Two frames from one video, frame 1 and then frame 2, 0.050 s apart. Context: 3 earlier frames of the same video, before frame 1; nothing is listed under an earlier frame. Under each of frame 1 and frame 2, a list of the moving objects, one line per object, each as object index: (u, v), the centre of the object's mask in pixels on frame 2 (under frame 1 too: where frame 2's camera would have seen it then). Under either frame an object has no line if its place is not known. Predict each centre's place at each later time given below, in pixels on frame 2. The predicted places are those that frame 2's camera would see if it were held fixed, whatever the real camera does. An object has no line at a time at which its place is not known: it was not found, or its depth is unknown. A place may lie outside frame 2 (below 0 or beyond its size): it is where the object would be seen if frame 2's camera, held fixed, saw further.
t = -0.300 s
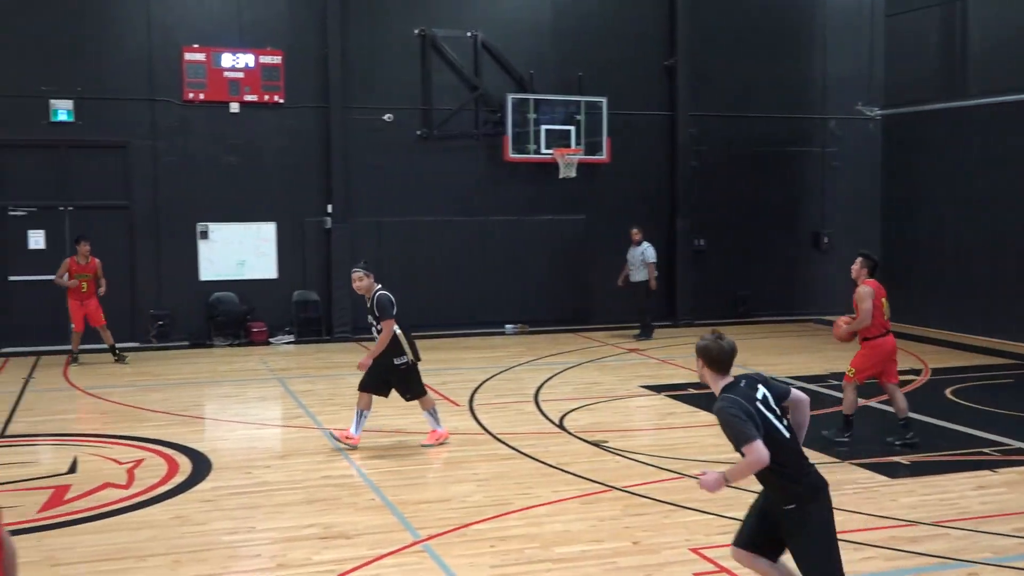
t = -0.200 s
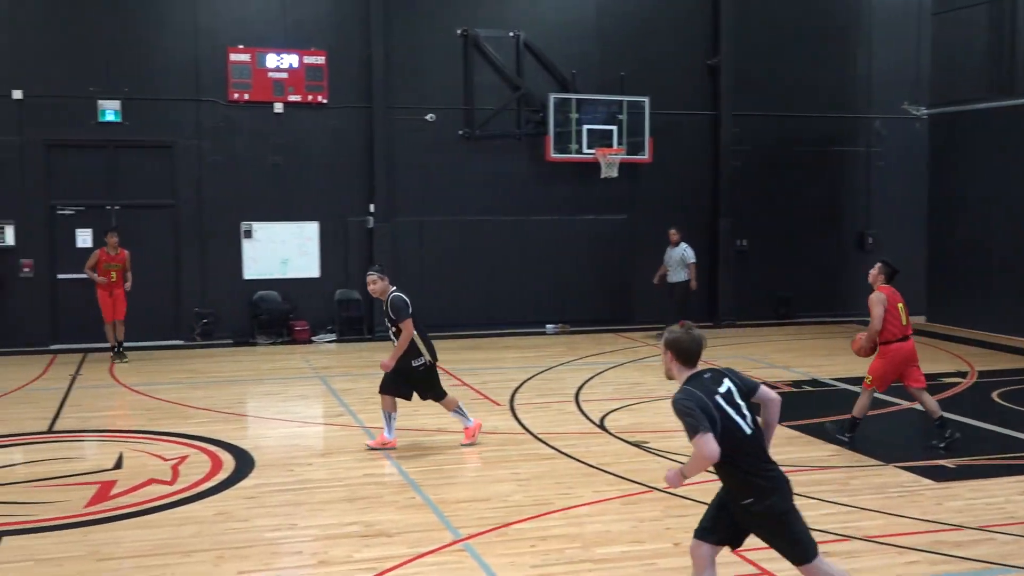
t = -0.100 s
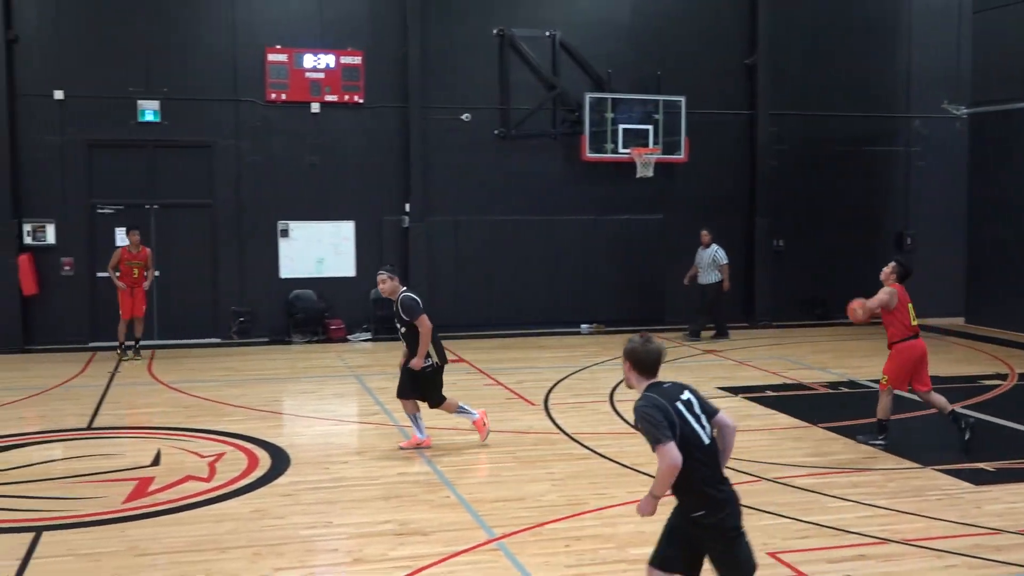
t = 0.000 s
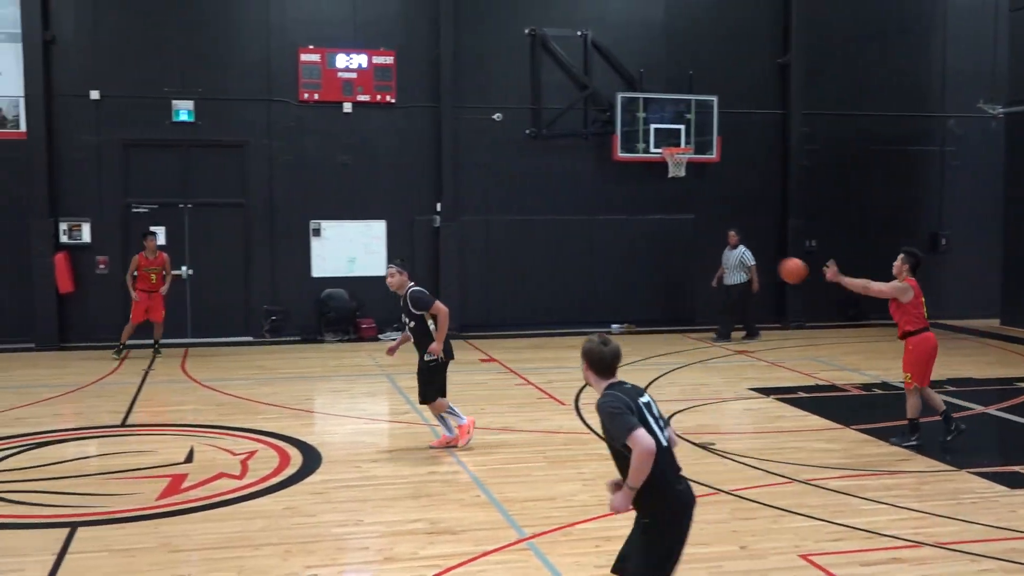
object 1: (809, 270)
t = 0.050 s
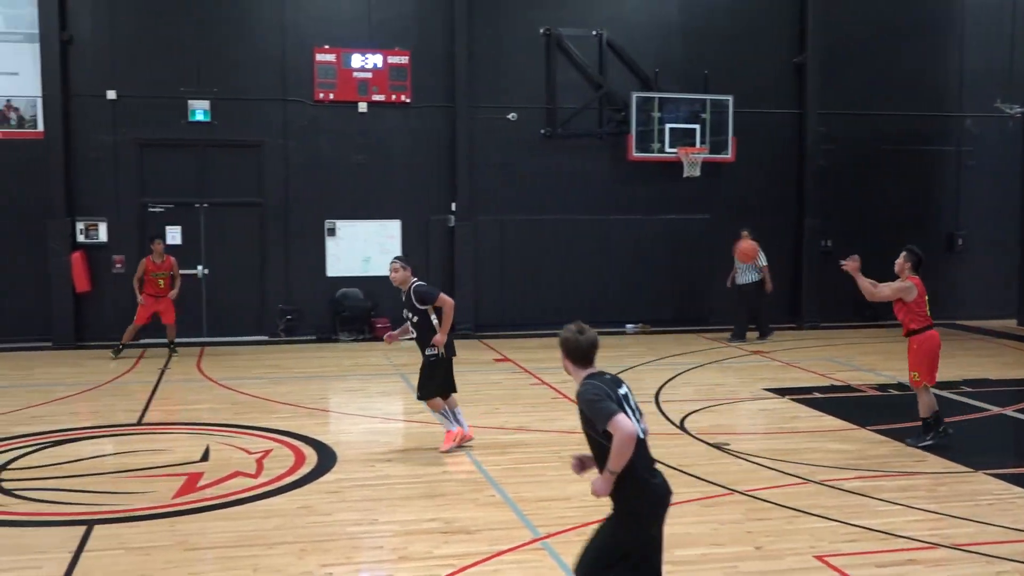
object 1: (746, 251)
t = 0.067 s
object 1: (726, 246)
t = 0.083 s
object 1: (708, 241)
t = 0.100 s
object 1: (689, 236)
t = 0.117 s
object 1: (671, 232)
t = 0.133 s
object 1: (652, 227)
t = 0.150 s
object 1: (634, 223)
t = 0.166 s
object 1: (616, 219)
